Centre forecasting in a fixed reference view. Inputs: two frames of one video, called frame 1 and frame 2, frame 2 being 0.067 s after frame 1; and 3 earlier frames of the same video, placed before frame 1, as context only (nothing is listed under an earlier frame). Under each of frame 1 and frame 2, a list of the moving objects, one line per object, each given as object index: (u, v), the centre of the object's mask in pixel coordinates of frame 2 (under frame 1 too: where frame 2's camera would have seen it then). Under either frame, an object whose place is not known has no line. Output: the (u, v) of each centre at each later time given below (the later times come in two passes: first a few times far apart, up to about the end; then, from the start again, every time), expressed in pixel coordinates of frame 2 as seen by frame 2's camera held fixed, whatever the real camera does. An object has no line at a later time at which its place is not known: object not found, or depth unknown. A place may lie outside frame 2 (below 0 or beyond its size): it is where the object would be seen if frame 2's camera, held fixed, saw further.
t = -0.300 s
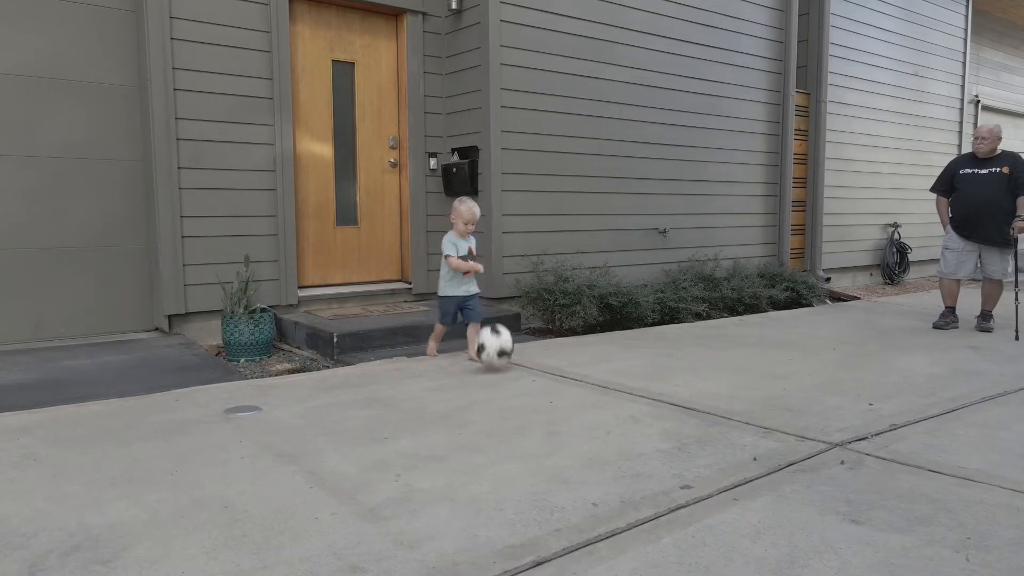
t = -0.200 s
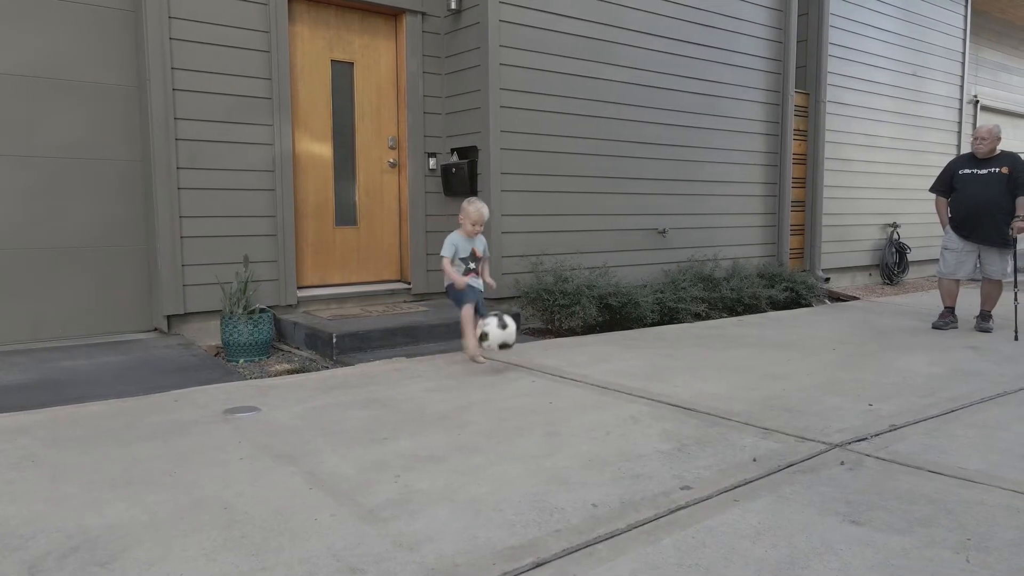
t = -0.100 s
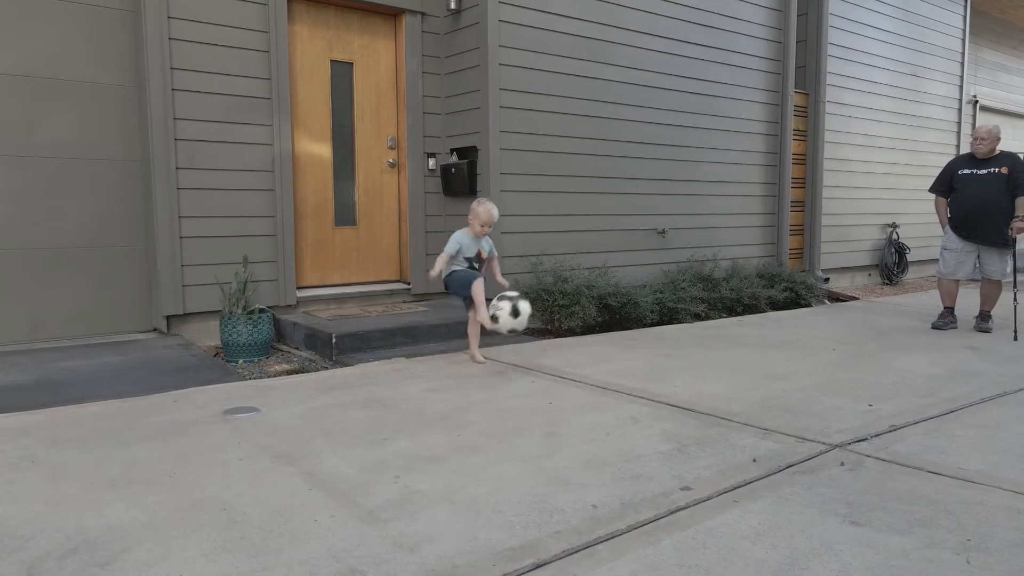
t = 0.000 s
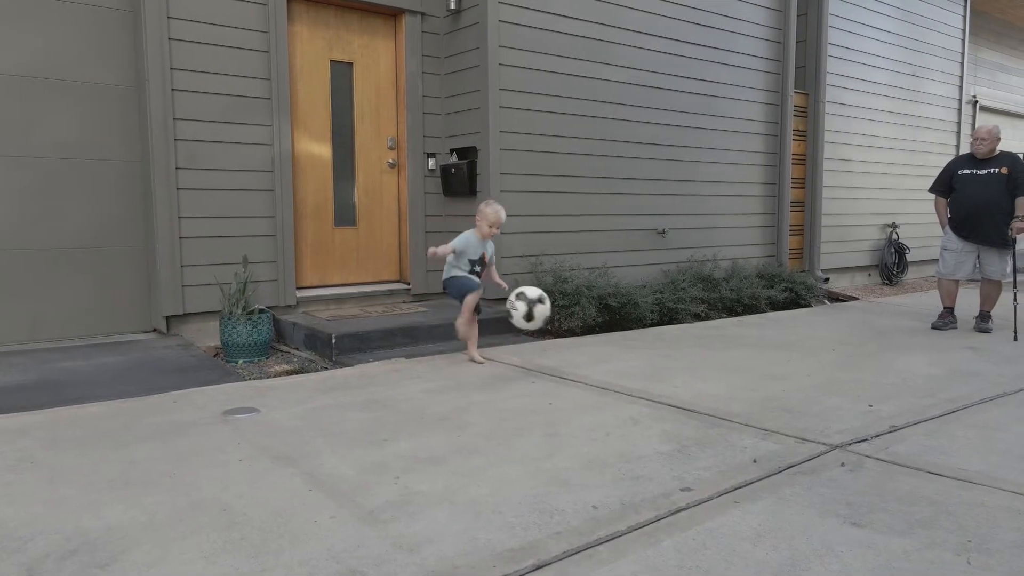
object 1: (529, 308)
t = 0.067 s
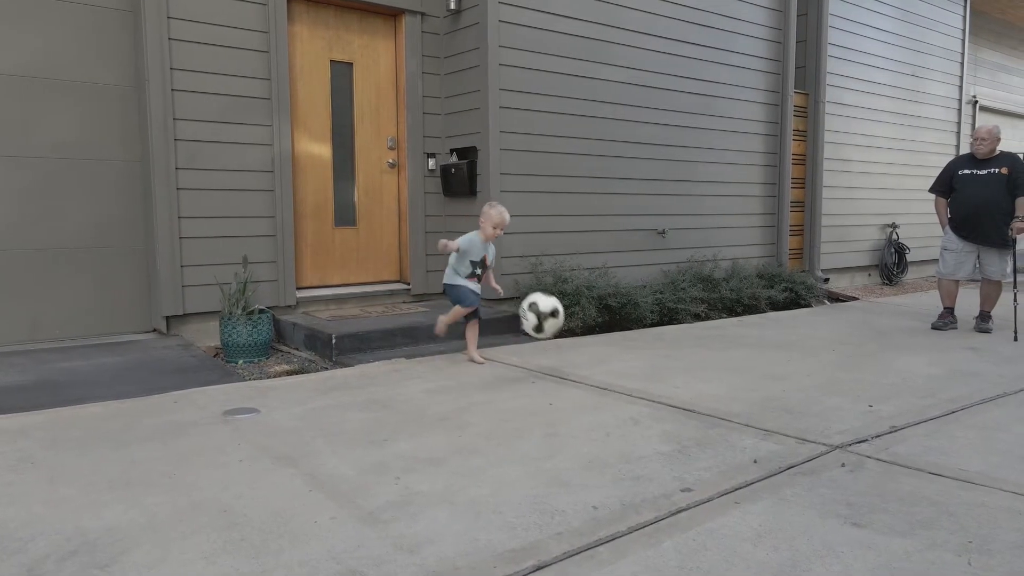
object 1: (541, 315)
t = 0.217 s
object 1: (573, 366)
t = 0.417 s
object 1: (606, 342)
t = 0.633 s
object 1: (644, 387)
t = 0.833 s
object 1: (681, 375)
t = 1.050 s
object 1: (726, 392)
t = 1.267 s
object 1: (778, 411)
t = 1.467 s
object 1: (832, 429)
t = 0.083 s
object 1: (544, 318)
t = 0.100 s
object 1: (548, 321)
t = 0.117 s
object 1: (551, 325)
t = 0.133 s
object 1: (555, 330)
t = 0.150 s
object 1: (558, 334)
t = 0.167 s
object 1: (561, 340)
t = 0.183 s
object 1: (565, 347)
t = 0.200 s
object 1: (569, 354)
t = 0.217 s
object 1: (573, 366)
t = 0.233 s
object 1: (577, 372)
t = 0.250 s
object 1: (579, 370)
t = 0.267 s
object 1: (582, 365)
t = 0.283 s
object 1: (584, 360)
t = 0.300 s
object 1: (587, 356)
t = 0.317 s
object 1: (590, 352)
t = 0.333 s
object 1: (592, 349)
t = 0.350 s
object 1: (595, 347)
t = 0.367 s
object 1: (598, 345)
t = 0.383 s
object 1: (600, 343)
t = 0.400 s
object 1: (603, 342)
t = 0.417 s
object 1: (606, 342)
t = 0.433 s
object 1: (608, 342)
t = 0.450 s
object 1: (610, 342)
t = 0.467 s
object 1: (613, 343)
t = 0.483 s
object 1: (617, 345)
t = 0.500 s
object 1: (620, 348)
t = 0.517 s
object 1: (623, 352)
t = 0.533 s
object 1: (626, 356)
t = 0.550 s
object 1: (629, 361)
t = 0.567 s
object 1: (631, 366)
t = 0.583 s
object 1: (635, 372)
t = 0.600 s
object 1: (638, 378)
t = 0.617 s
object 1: (641, 385)
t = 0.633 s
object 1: (644, 387)
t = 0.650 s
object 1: (647, 382)
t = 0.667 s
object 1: (651, 378)
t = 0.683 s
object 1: (654, 376)
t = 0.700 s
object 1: (657, 374)
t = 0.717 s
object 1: (660, 372)
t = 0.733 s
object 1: (663, 371)
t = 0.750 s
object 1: (666, 370)
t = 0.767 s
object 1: (669, 370)
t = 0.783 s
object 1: (673, 370)
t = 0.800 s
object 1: (676, 372)
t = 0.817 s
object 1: (678, 373)
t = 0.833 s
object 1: (681, 375)
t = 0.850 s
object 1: (685, 378)
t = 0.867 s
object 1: (688, 382)
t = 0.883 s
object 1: (692, 387)
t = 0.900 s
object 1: (695, 392)
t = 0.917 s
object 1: (699, 399)
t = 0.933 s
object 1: (702, 403)
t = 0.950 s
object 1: (706, 400)
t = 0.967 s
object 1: (710, 397)
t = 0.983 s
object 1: (713, 394)
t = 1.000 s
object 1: (717, 393)
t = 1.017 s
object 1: (720, 392)
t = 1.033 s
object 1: (723, 392)
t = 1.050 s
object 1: (726, 392)
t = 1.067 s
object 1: (730, 392)
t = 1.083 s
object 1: (733, 393)
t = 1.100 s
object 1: (736, 395)
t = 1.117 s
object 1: (740, 398)
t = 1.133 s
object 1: (745, 403)
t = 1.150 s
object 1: (749, 408)
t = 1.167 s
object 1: (753, 414)
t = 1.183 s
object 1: (757, 416)
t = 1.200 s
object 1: (761, 414)
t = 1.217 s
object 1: (765, 412)
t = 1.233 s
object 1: (770, 411)
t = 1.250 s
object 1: (774, 410)
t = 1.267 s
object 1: (778, 411)
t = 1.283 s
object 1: (782, 413)
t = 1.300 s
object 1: (787, 414)
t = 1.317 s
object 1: (791, 416)
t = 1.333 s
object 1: (796, 420)
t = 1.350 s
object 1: (800, 425)
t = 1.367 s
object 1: (805, 430)
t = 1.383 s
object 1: (809, 429)
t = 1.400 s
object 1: (813, 428)
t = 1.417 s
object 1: (818, 427)
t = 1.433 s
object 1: (823, 427)
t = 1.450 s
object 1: (827, 427)
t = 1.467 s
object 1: (832, 429)
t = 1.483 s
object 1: (836, 432)
